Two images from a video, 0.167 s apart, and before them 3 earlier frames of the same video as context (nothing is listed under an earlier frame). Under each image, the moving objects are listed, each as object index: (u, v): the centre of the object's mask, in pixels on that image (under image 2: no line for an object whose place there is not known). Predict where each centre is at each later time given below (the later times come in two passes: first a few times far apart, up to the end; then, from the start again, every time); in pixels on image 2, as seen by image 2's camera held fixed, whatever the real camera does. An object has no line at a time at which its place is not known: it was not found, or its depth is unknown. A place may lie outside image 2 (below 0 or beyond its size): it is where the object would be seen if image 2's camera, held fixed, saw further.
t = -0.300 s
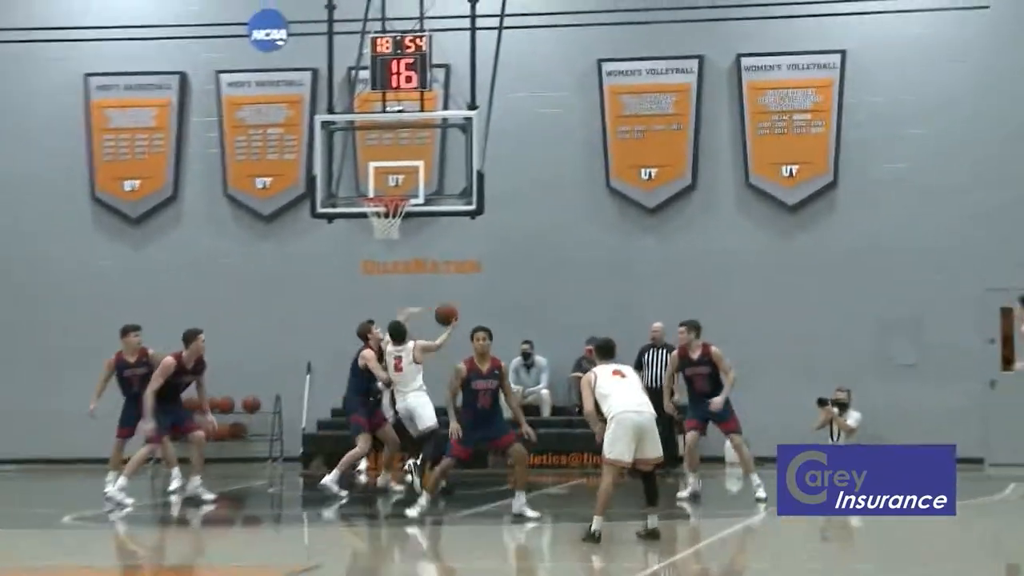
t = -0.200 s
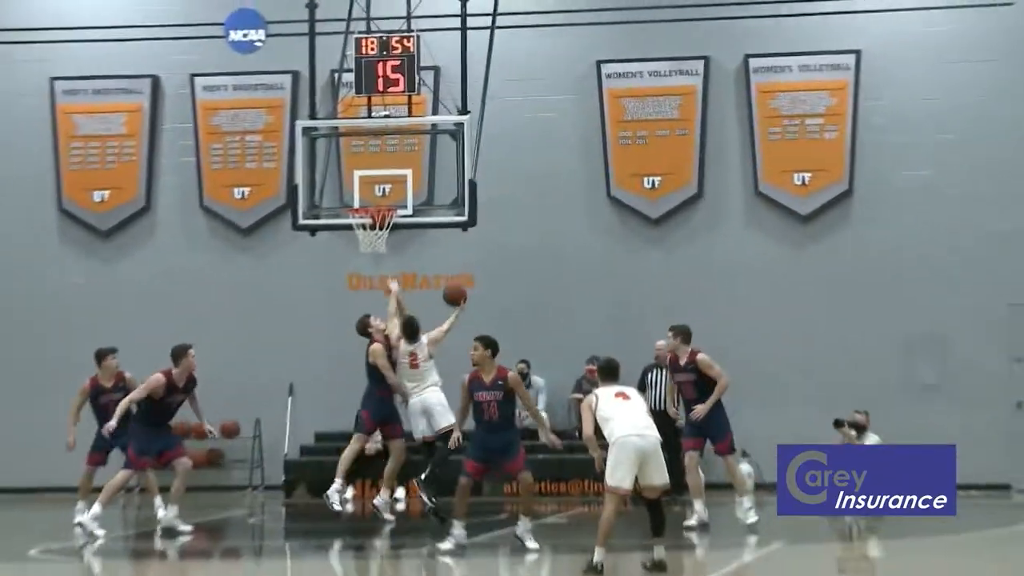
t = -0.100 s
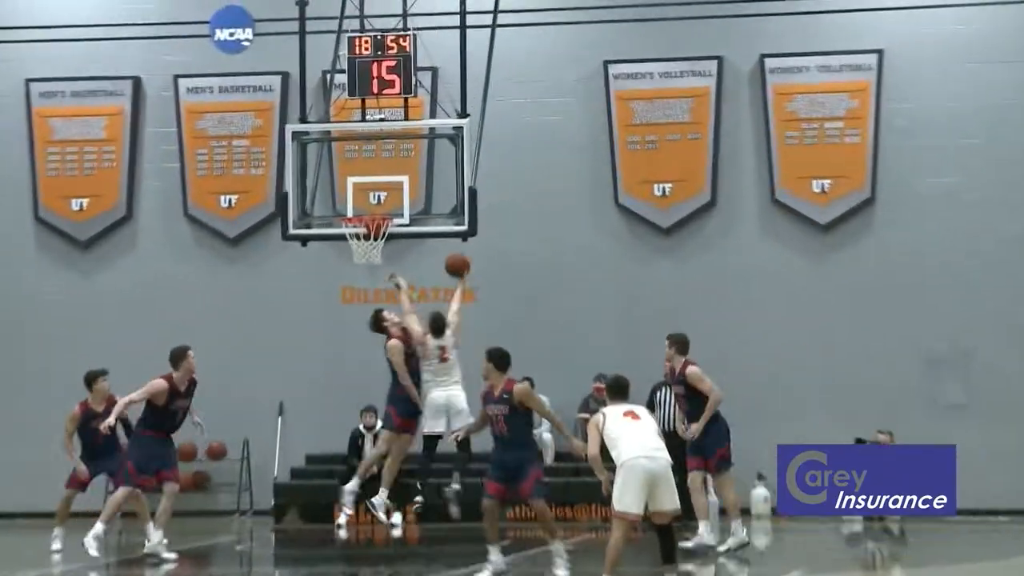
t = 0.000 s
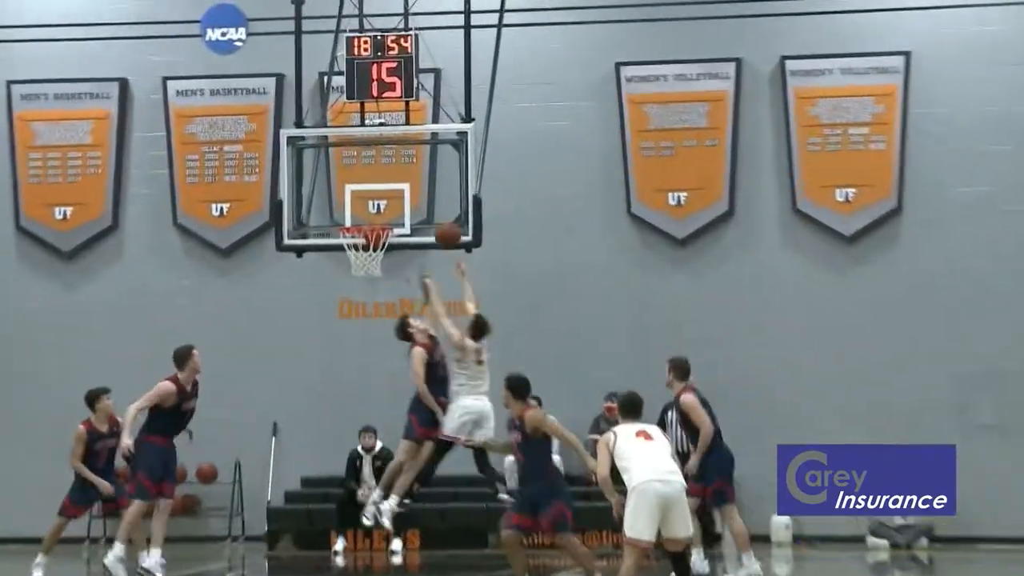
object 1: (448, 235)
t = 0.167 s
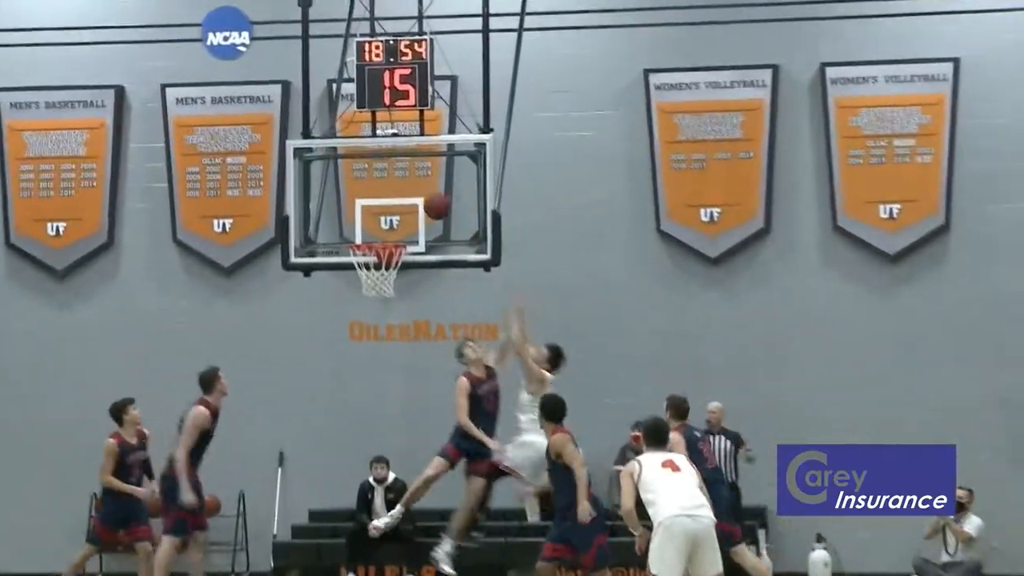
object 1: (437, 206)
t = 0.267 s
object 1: (422, 192)
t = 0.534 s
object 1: (385, 213)
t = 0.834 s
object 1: (368, 290)
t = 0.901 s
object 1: (372, 295)
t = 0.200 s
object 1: (432, 200)
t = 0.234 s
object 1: (427, 195)
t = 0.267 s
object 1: (422, 192)
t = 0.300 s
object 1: (417, 190)
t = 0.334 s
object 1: (412, 189)
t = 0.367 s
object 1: (406, 189)
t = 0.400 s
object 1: (402, 190)
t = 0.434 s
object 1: (397, 194)
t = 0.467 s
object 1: (393, 199)
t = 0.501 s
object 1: (388, 206)
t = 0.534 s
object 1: (385, 213)
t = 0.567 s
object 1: (381, 222)
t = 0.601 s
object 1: (376, 231)
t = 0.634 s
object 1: (372, 237)
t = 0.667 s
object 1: (369, 259)
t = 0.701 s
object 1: (366, 264)
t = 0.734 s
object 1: (363, 267)
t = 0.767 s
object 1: (364, 267)
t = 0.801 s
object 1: (367, 267)
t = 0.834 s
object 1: (368, 290)
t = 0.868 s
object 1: (371, 292)
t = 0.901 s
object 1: (372, 295)
